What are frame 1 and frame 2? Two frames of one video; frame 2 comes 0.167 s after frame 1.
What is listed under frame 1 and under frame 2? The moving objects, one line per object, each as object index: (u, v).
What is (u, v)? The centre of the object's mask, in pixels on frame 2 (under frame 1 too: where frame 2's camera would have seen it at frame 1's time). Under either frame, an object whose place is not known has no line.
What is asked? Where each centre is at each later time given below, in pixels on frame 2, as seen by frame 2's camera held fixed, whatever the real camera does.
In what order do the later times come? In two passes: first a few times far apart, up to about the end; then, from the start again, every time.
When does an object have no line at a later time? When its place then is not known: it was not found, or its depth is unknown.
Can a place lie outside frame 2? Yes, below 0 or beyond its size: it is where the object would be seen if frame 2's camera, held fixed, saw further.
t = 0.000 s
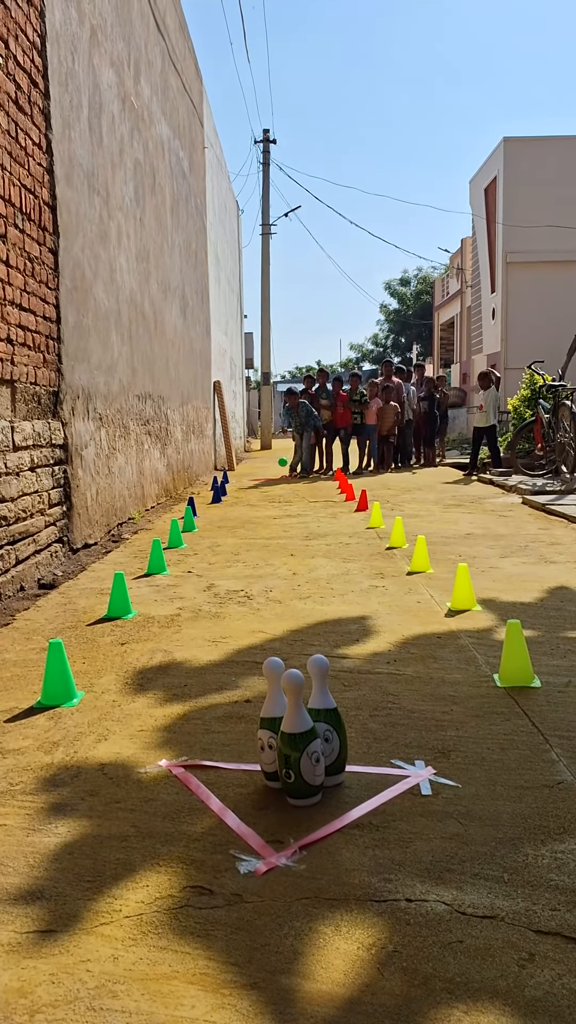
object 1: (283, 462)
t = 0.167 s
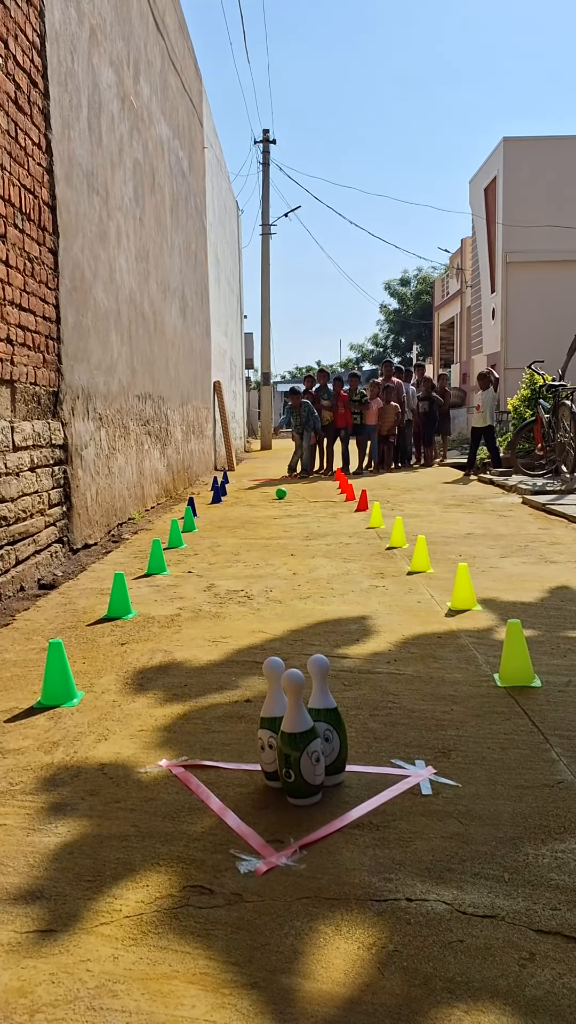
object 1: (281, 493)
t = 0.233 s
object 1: (284, 483)
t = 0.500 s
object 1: (302, 493)
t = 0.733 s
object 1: (312, 507)
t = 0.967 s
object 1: (315, 559)
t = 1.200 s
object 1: (331, 598)
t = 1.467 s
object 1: (380, 724)
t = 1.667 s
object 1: (449, 974)
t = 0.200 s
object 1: (282, 488)
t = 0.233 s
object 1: (284, 483)
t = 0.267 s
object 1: (285, 479)
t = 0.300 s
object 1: (286, 477)
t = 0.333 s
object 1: (289, 476)
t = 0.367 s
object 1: (291, 476)
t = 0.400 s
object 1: (293, 477)
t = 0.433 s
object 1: (296, 481)
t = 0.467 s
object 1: (299, 485)
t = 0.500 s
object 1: (302, 493)
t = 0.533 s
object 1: (305, 502)
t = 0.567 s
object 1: (308, 514)
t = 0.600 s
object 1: (311, 521)
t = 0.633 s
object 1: (311, 515)
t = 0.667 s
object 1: (311, 510)
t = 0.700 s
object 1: (311, 508)
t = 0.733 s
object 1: (312, 507)
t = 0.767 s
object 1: (312, 508)
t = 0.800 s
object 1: (312, 512)
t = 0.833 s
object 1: (313, 518)
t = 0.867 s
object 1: (313, 527)
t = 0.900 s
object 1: (313, 538)
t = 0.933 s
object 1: (313, 553)
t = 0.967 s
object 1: (315, 559)
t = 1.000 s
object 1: (316, 560)
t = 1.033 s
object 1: (318, 562)
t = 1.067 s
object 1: (320, 569)
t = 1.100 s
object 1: (322, 578)
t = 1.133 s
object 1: (325, 592)
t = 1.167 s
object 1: (328, 597)
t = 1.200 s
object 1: (331, 598)
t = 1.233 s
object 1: (335, 605)
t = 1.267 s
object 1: (340, 615)
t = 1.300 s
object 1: (345, 630)
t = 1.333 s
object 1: (351, 652)
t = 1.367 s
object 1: (358, 671)
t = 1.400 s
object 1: (364, 683)
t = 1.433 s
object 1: (371, 700)
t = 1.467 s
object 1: (380, 724)
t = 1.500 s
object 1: (389, 750)
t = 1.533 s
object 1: (398, 773)
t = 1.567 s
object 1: (408, 810)
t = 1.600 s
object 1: (420, 858)
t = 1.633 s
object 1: (433, 914)
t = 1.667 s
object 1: (449, 974)
